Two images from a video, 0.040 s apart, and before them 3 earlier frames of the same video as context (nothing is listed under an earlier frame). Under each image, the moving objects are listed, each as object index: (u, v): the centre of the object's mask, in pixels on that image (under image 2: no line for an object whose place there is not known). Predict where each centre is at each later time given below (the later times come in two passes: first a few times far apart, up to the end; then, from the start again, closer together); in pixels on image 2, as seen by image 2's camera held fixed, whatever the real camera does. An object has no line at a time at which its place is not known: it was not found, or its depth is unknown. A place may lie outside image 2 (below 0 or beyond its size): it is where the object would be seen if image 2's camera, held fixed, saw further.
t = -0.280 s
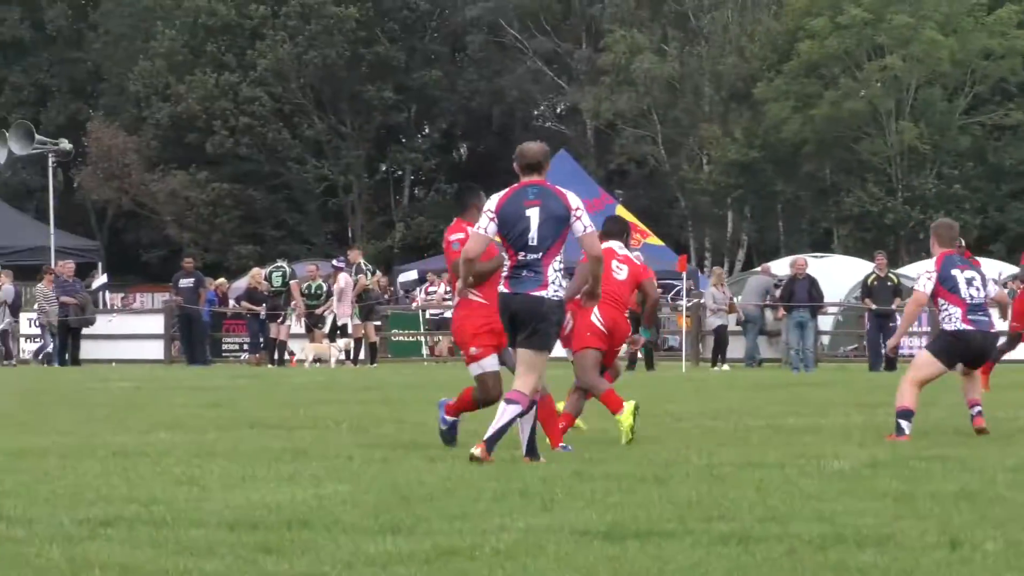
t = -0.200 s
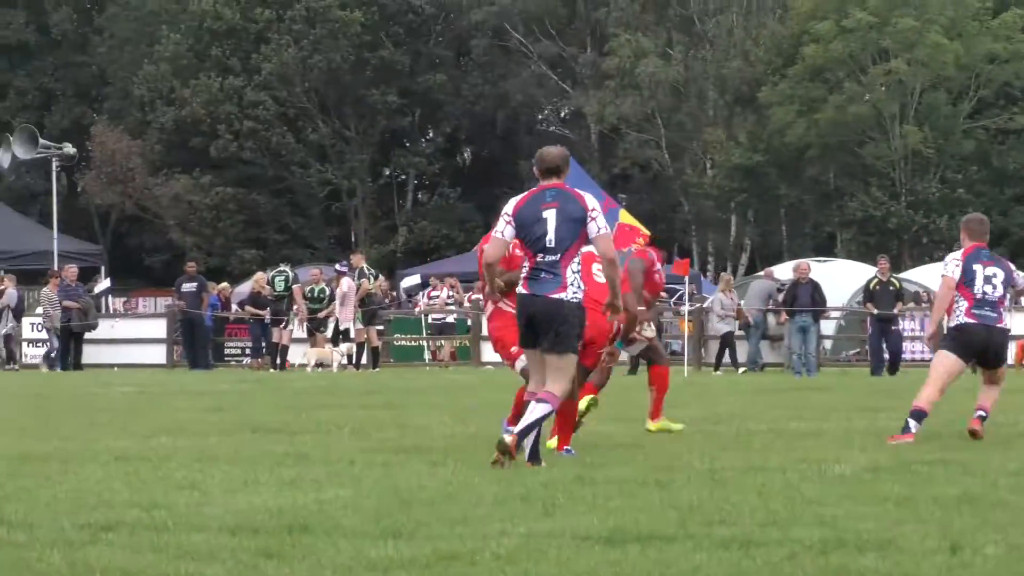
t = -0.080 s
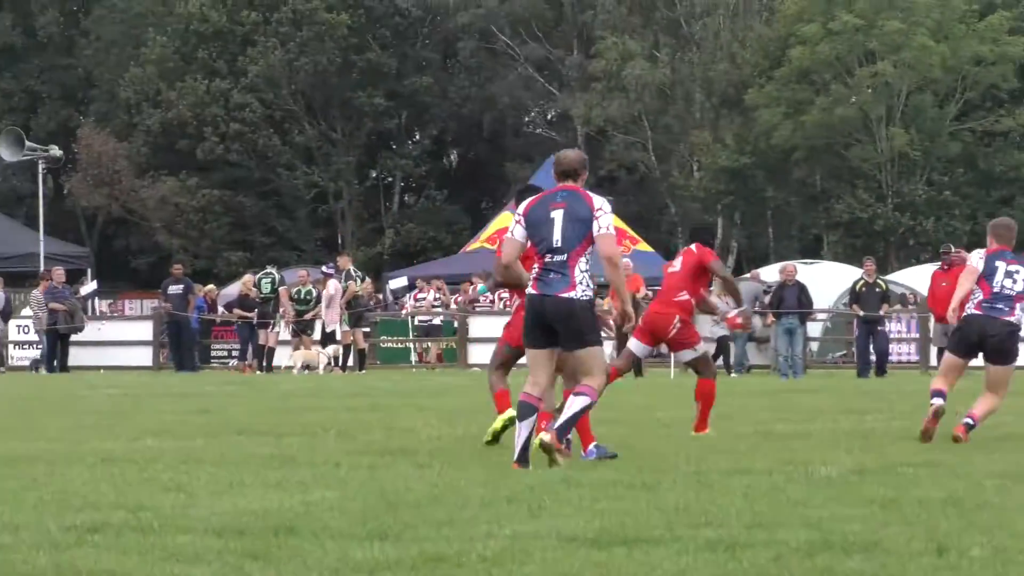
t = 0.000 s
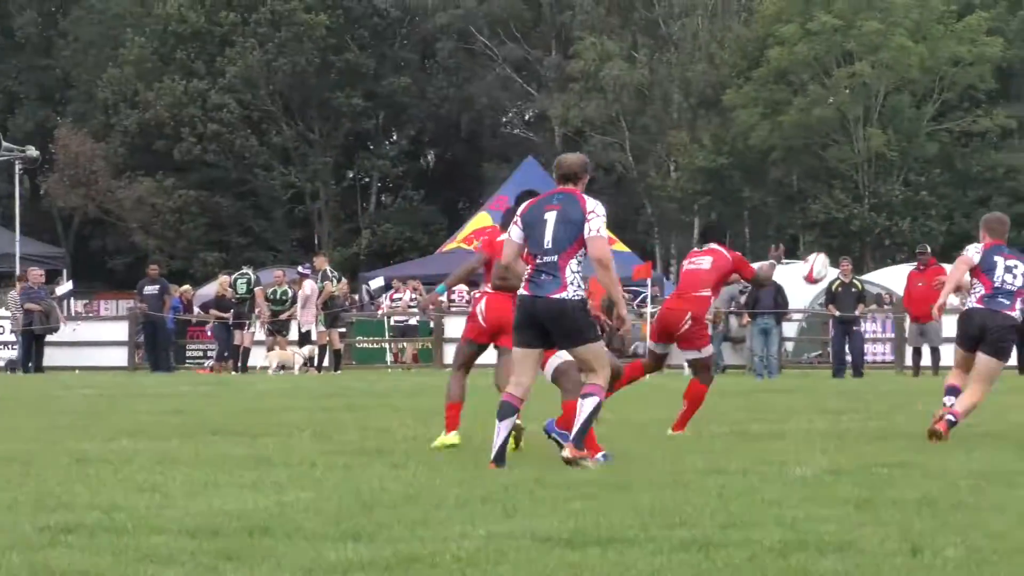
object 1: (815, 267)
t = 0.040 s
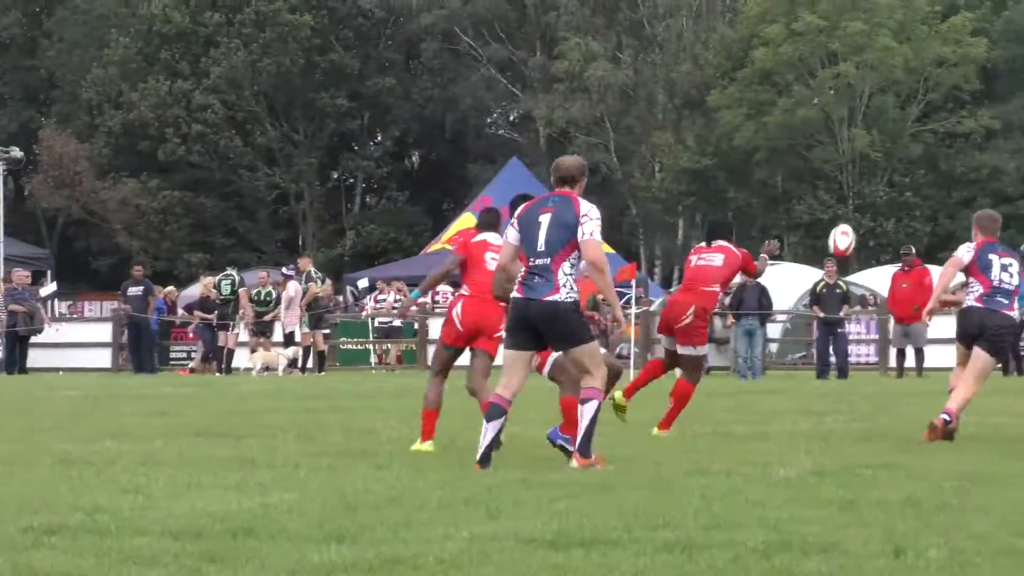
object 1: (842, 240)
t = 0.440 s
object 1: (1231, 53)
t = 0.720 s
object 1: (1424, 30)
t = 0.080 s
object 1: (881, 215)
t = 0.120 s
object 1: (922, 190)
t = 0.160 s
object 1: (962, 165)
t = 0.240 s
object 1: (1043, 124)
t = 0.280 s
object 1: (1083, 106)
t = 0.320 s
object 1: (1120, 91)
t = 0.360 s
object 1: (1158, 76)
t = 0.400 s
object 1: (1197, 62)
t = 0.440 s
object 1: (1231, 53)
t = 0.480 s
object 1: (1266, 44)
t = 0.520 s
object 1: (1299, 37)
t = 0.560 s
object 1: (1332, 34)
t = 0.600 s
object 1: (1367, 29)
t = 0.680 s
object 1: (1421, 25)
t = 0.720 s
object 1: (1424, 30)
